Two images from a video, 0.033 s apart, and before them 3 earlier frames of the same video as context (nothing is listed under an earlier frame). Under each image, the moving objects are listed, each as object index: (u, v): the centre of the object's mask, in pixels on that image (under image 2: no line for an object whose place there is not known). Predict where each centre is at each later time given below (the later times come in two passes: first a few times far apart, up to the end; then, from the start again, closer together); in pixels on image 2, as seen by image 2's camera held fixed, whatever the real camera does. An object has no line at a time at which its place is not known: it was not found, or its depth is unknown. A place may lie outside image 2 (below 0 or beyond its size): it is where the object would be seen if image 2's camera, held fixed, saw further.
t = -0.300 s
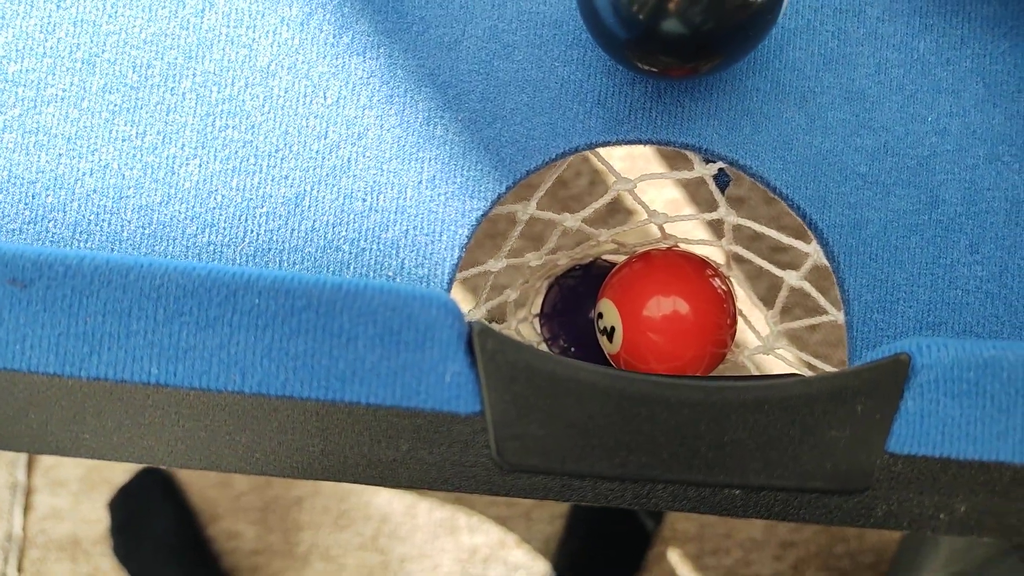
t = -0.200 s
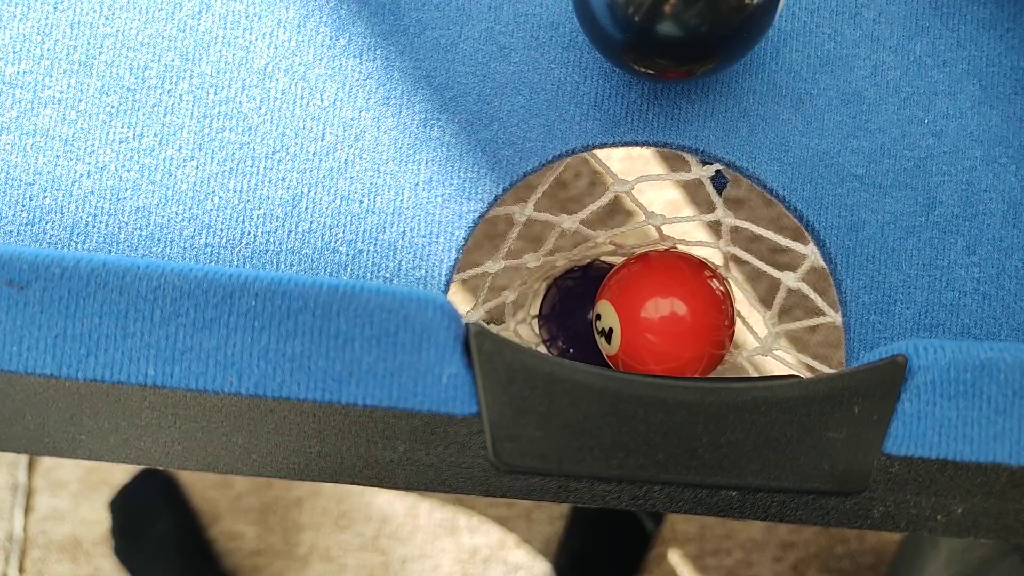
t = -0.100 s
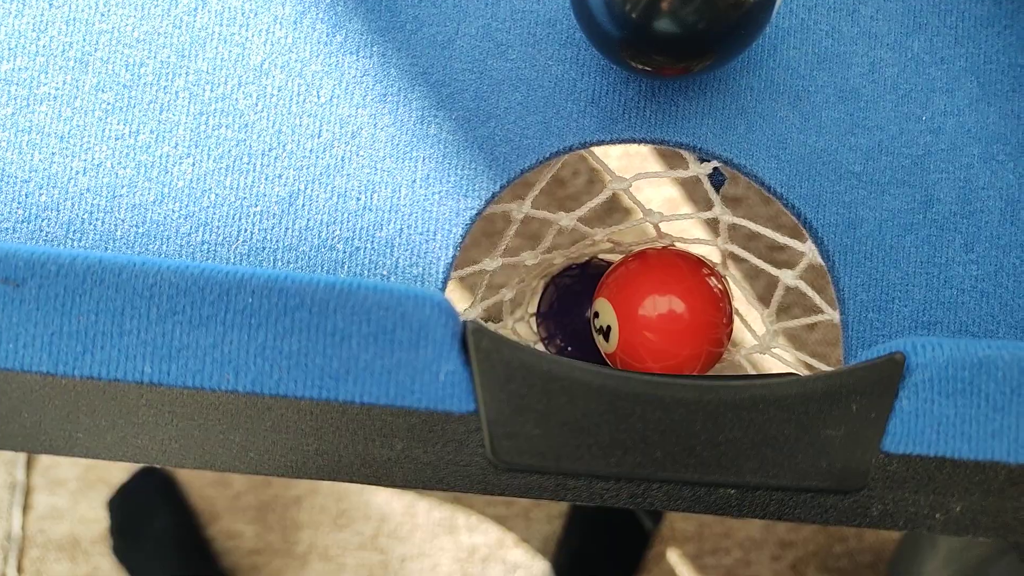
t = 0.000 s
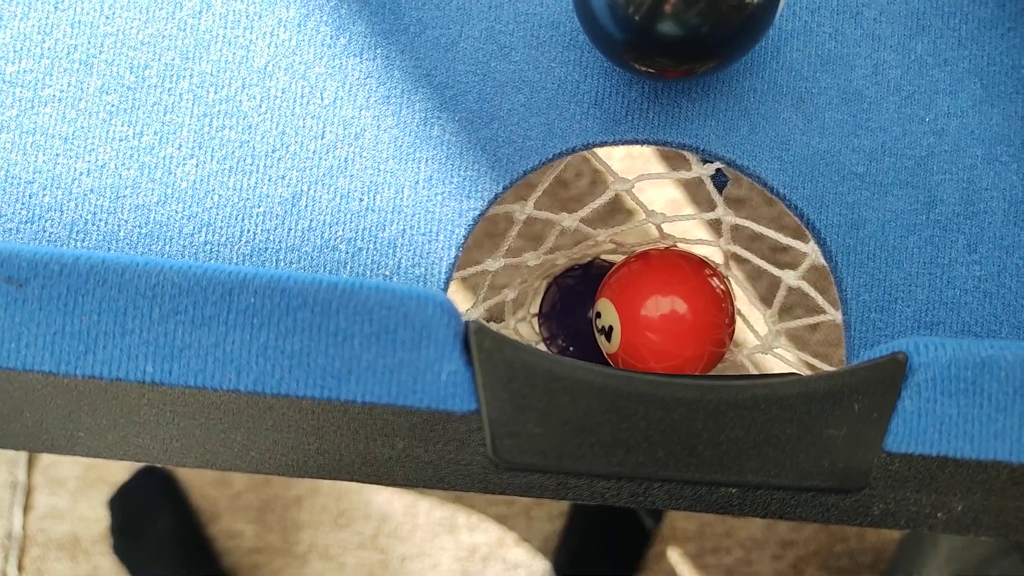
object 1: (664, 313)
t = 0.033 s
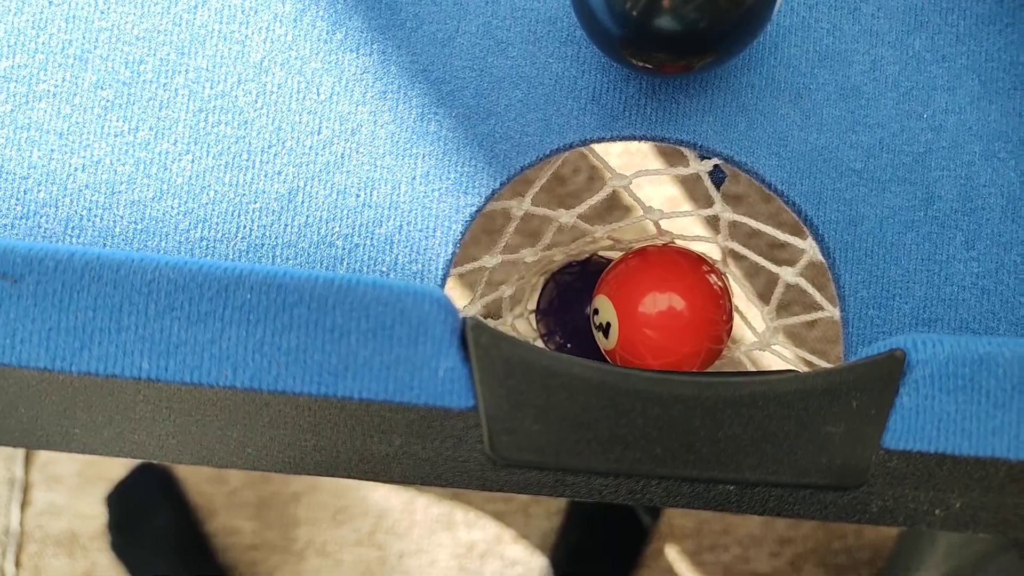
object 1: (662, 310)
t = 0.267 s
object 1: (662, 310)
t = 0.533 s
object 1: (663, 311)
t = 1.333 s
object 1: (676, 312)
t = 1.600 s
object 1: (675, 312)
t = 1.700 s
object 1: (675, 311)
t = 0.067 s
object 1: (662, 310)
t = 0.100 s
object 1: (662, 310)
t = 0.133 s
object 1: (662, 310)
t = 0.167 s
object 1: (662, 310)
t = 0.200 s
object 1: (662, 310)
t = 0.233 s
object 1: (662, 310)
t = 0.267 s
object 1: (662, 310)
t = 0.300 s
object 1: (662, 310)
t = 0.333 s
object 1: (661, 310)
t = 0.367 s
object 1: (661, 309)
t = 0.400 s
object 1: (661, 309)
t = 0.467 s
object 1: (661, 309)
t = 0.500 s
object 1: (662, 309)
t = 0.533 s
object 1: (663, 311)
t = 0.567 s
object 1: (663, 311)
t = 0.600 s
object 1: (663, 311)
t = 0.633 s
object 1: (667, 315)
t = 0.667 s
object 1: (680, 315)
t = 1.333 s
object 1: (676, 312)
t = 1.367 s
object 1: (675, 312)
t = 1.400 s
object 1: (675, 312)
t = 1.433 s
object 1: (675, 312)
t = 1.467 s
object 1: (675, 312)
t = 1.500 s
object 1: (675, 311)
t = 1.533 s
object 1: (675, 312)
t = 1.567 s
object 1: (675, 311)
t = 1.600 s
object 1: (675, 312)
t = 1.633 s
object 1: (676, 312)
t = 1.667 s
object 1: (676, 312)
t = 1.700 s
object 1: (675, 311)
